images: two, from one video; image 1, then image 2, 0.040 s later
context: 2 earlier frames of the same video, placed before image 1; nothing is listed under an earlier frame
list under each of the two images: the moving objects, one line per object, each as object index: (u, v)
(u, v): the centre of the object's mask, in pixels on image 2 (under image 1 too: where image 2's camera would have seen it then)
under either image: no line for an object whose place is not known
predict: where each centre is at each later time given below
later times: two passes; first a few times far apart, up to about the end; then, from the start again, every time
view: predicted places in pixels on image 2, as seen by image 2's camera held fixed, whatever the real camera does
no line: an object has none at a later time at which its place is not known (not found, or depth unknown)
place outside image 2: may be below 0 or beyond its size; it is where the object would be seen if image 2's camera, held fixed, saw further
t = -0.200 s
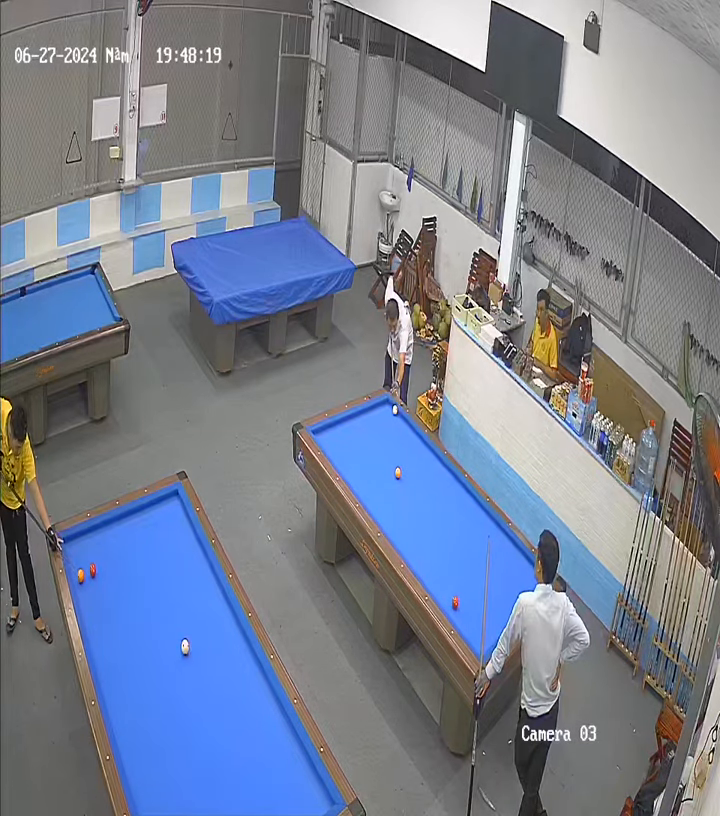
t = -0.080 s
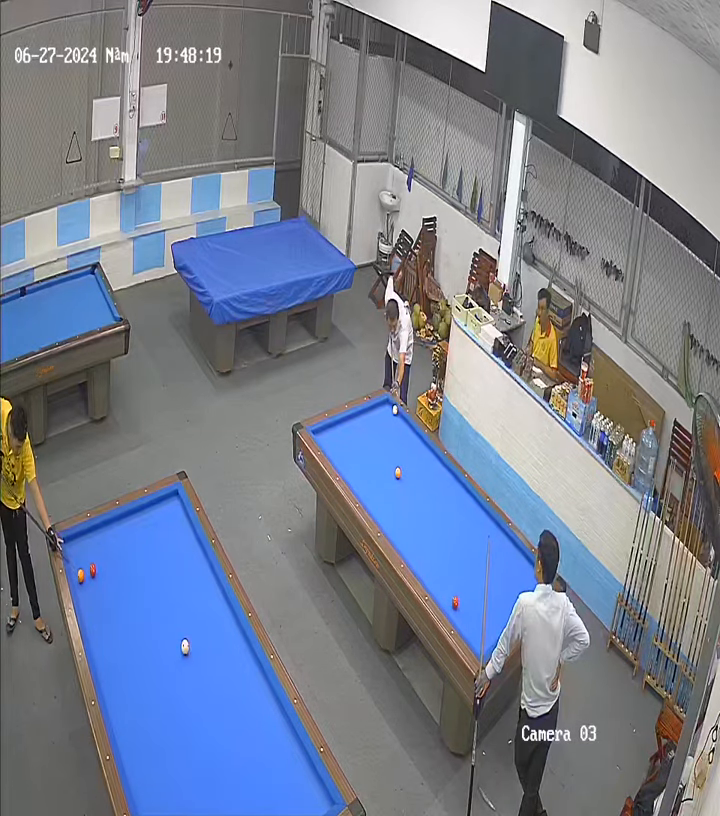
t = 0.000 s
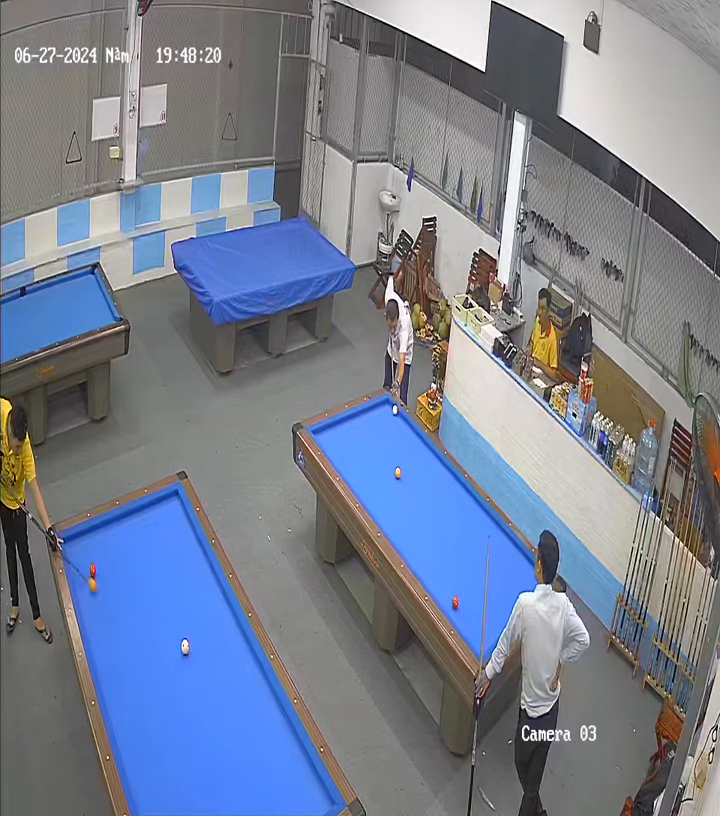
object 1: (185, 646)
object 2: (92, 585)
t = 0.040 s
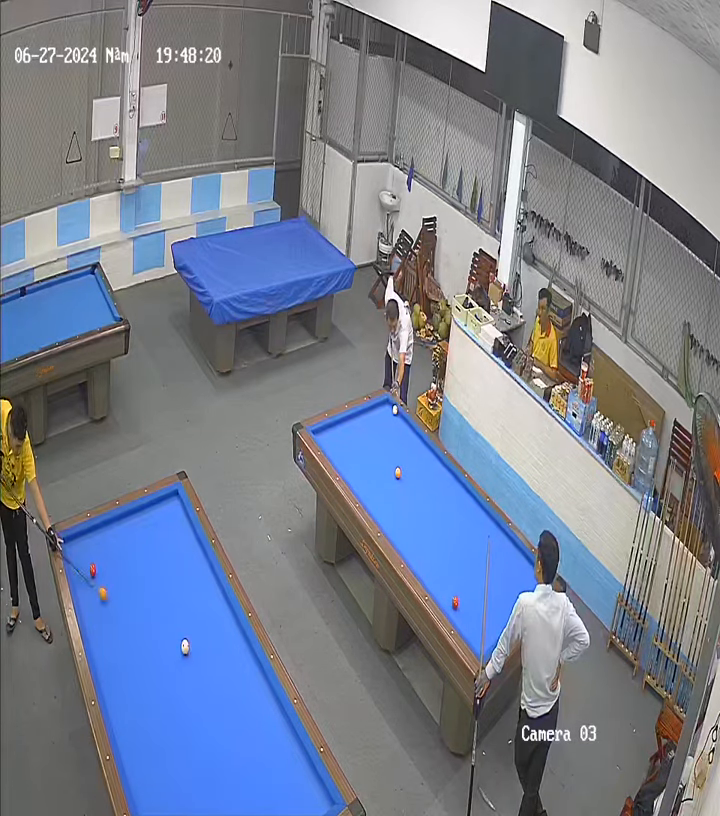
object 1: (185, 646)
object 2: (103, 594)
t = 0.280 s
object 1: (185, 646)
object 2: (164, 638)
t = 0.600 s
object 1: (234, 640)
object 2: (197, 700)
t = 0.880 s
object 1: (230, 658)
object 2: (228, 759)
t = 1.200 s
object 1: (213, 686)
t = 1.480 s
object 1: (197, 712)
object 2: (273, 806)
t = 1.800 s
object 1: (178, 742)
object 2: (270, 755)
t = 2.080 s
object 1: (161, 768)
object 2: (268, 715)
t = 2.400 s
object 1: (142, 799)
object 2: (262, 677)
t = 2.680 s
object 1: (150, 802)
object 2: (244, 661)
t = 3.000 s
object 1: (165, 800)
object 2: (226, 643)
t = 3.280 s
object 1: (178, 797)
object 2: (211, 627)
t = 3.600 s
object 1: (192, 794)
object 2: (195, 611)
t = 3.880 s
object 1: (203, 791)
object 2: (182, 596)
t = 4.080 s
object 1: (211, 789)
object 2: (173, 587)
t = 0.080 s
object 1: (185, 646)
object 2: (113, 601)
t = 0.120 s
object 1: (185, 646)
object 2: (123, 610)
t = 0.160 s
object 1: (185, 646)
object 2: (133, 617)
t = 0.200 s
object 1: (185, 646)
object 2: (143, 625)
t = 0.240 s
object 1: (185, 646)
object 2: (154, 632)
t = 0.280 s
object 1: (185, 646)
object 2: (164, 638)
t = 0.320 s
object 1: (185, 646)
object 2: (174, 645)
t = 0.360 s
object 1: (190, 645)
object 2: (179, 652)
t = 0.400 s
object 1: (198, 644)
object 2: (180, 660)
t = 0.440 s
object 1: (206, 643)
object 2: (183, 668)
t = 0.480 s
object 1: (214, 642)
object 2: (186, 676)
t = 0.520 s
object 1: (221, 642)
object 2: (189, 684)
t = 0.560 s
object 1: (227, 640)
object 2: (193, 692)
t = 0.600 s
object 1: (234, 640)
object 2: (197, 700)
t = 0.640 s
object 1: (239, 639)
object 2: (201, 709)
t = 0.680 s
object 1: (244, 639)
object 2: (206, 717)
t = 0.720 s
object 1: (240, 643)
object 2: (210, 725)
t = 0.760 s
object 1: (237, 647)
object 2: (214, 733)
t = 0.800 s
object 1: (235, 650)
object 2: (219, 742)
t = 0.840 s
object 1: (232, 654)
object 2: (223, 751)
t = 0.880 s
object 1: (230, 658)
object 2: (228, 759)
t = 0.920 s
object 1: (228, 661)
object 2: (233, 768)
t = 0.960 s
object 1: (226, 665)
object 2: (238, 777)
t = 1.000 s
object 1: (224, 668)
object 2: (242, 786)
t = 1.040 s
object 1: (221, 672)
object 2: (247, 795)
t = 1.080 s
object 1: (220, 675)
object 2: (253, 804)
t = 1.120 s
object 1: (217, 679)
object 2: (258, 810)
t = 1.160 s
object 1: (215, 683)
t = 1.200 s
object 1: (213, 686)
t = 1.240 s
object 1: (210, 690)
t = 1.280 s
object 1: (208, 694)
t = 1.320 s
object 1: (206, 697)
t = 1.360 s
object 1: (204, 701)
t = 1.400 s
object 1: (201, 704)
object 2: (274, 813)
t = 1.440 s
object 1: (199, 708)
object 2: (274, 810)
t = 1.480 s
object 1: (197, 712)
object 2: (273, 806)
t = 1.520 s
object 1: (195, 715)
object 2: (273, 799)
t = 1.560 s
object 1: (192, 719)
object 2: (272, 792)
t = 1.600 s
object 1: (190, 723)
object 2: (272, 786)
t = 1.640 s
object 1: (187, 727)
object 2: (271, 780)
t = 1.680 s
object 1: (185, 730)
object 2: (271, 773)
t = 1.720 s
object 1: (183, 734)
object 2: (271, 767)
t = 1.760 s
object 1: (180, 738)
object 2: (270, 761)
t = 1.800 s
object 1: (178, 742)
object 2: (270, 755)
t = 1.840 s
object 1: (175, 746)
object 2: (269, 749)
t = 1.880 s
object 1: (173, 749)
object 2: (269, 744)
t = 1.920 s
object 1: (171, 753)
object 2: (269, 738)
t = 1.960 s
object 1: (168, 757)
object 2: (269, 732)
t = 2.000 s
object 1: (166, 761)
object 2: (268, 726)
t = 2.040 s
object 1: (164, 765)
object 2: (268, 721)
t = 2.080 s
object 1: (161, 768)
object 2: (268, 715)
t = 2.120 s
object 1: (159, 772)
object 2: (267, 710)
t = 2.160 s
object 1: (156, 776)
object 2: (267, 704)
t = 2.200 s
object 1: (154, 780)
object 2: (267, 699)
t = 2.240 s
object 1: (151, 784)
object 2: (266, 694)
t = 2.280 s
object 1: (149, 788)
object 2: (266, 689)
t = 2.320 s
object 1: (147, 792)
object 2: (266, 683)
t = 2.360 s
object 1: (144, 795)
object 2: (264, 680)
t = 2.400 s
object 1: (142, 799)
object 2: (262, 677)
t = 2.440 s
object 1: (139, 803)
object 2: (259, 675)
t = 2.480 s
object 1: (140, 804)
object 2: (257, 672)
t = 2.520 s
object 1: (142, 803)
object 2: (254, 670)
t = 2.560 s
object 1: (144, 803)
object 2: (251, 668)
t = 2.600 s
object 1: (146, 802)
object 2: (249, 665)
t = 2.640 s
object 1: (148, 802)
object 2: (247, 663)
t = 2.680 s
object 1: (150, 802)
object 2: (244, 661)
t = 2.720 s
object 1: (152, 802)
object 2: (242, 658)
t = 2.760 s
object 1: (154, 802)
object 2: (240, 656)
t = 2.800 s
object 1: (156, 801)
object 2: (237, 654)
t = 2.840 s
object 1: (158, 801)
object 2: (235, 651)
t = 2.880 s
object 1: (160, 801)
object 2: (233, 649)
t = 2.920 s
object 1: (162, 800)
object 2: (231, 647)
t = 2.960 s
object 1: (164, 800)
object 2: (228, 645)
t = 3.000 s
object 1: (165, 800)
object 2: (226, 643)
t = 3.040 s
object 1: (167, 799)
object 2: (224, 640)
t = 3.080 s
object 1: (169, 799)
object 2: (222, 638)
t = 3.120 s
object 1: (171, 798)
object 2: (219, 636)
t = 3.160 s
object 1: (172, 798)
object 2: (217, 634)
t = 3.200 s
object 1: (174, 798)
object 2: (215, 632)
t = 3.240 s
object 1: (176, 798)
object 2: (213, 629)
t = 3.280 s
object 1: (178, 797)
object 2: (211, 627)
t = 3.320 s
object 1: (180, 797)
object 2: (209, 625)
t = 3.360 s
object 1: (181, 797)
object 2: (207, 623)
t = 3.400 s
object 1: (183, 796)
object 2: (205, 621)
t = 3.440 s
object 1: (185, 796)
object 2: (203, 619)
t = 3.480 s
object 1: (186, 795)
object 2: (201, 617)
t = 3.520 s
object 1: (188, 795)
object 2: (199, 615)
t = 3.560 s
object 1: (190, 794)
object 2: (197, 613)
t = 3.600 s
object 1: (192, 794)
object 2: (195, 611)
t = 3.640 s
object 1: (193, 794)
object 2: (193, 609)
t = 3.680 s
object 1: (195, 793)
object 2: (191, 607)
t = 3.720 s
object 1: (197, 793)
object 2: (189, 604)
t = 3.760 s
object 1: (198, 792)
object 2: (187, 603)
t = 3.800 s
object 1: (200, 792)
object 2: (185, 601)
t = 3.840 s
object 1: (202, 791)
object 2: (183, 599)
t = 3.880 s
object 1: (203, 791)
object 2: (182, 596)
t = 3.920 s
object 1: (205, 791)
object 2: (180, 595)
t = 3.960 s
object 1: (206, 790)
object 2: (178, 593)
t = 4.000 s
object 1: (208, 790)
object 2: (176, 591)
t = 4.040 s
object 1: (210, 789)
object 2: (175, 589)
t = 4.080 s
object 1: (211, 789)
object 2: (173, 587)
